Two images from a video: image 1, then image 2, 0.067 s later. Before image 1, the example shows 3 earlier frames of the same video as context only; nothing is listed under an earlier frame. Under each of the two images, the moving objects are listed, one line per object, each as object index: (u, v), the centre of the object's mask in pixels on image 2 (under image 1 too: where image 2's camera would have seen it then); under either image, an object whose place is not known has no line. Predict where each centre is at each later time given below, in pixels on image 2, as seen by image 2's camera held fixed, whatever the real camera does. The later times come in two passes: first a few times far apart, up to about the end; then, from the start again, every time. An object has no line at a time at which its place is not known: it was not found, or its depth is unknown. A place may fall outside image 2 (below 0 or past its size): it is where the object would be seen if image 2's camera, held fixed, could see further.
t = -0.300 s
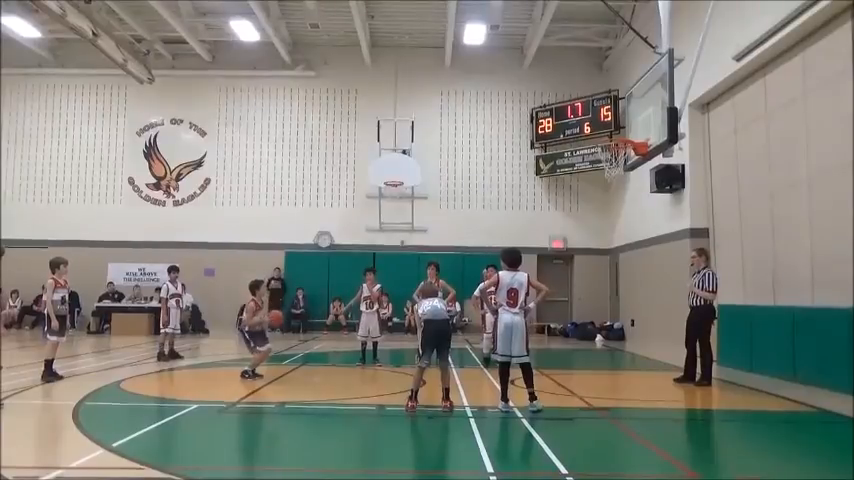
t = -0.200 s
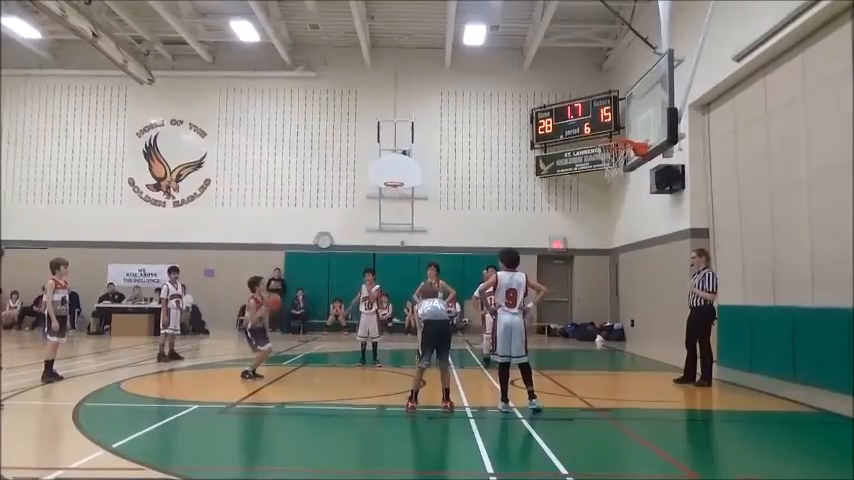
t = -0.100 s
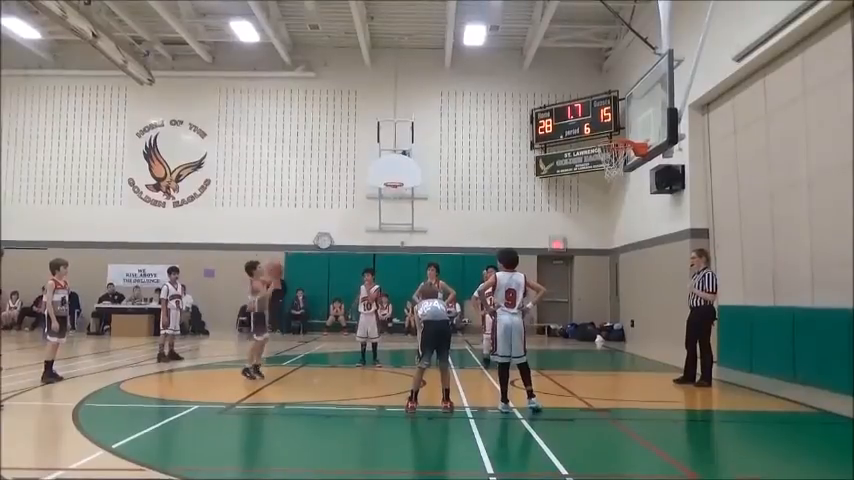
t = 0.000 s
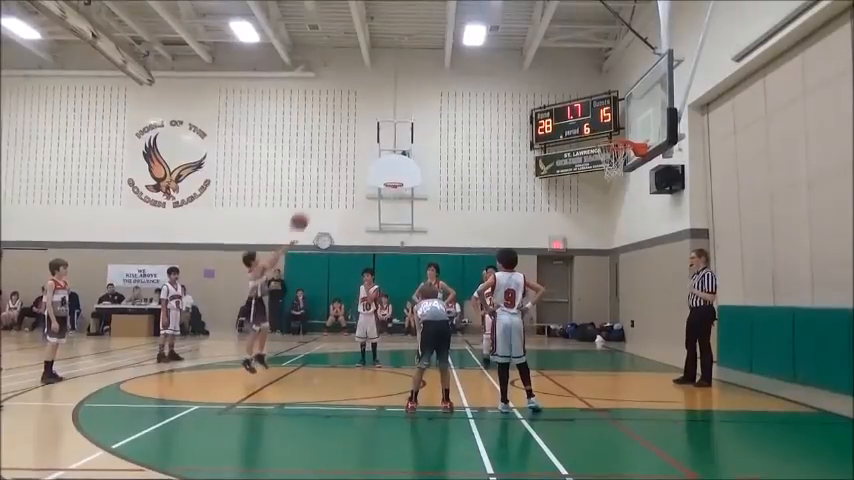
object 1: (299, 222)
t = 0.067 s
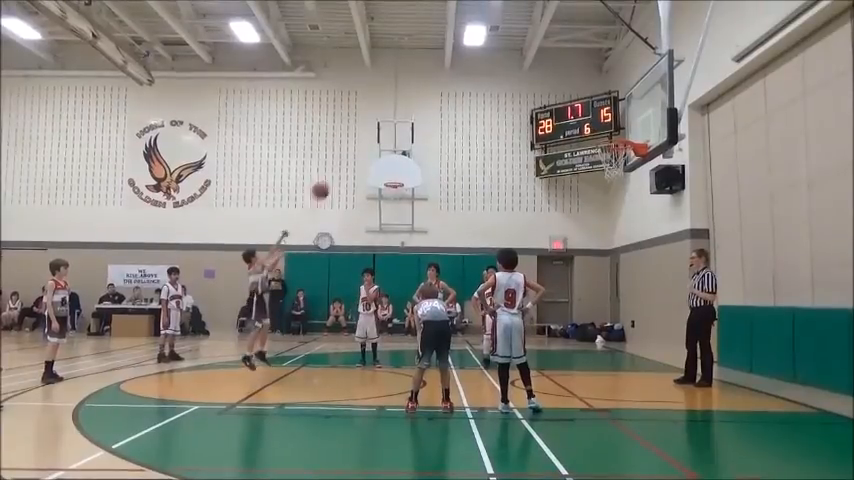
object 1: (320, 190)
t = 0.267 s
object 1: (380, 119)
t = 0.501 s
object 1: (446, 76)
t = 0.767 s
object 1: (518, 75)
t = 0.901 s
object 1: (553, 95)
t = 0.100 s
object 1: (330, 176)
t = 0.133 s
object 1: (340, 163)
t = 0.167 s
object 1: (350, 151)
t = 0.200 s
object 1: (360, 139)
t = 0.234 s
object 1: (370, 129)
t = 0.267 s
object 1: (380, 119)
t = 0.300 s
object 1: (389, 110)
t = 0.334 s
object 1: (399, 103)
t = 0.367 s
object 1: (408, 96)
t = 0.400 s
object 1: (417, 89)
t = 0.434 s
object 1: (427, 84)
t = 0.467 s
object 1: (437, 80)
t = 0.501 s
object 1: (446, 76)
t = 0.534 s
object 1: (456, 72)
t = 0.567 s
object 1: (465, 71)
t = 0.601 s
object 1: (473, 69)
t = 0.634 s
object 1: (483, 70)
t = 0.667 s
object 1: (492, 70)
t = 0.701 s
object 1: (501, 71)
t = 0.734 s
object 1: (510, 72)
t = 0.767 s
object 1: (518, 75)
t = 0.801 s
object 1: (527, 79)
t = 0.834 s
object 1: (536, 84)
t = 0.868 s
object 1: (545, 88)
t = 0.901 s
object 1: (553, 95)
